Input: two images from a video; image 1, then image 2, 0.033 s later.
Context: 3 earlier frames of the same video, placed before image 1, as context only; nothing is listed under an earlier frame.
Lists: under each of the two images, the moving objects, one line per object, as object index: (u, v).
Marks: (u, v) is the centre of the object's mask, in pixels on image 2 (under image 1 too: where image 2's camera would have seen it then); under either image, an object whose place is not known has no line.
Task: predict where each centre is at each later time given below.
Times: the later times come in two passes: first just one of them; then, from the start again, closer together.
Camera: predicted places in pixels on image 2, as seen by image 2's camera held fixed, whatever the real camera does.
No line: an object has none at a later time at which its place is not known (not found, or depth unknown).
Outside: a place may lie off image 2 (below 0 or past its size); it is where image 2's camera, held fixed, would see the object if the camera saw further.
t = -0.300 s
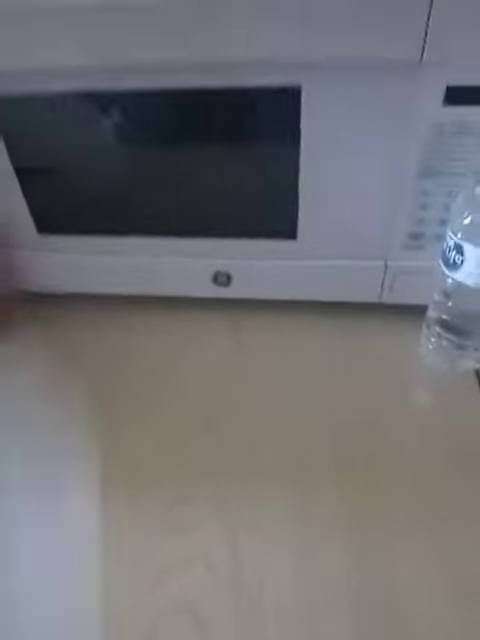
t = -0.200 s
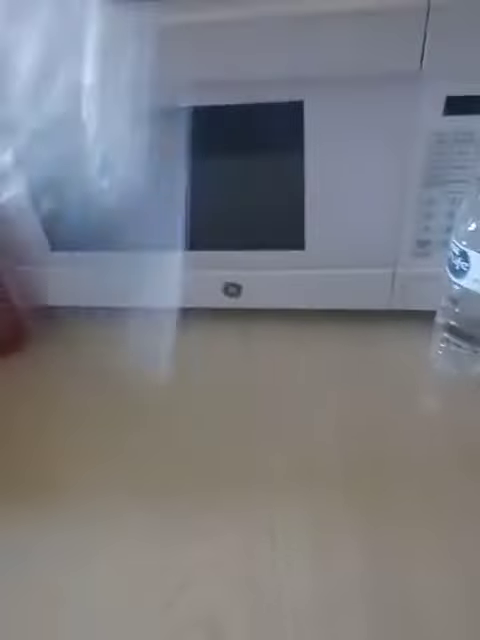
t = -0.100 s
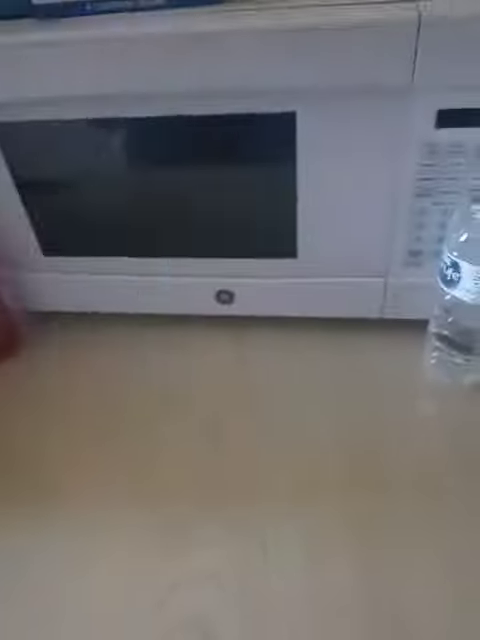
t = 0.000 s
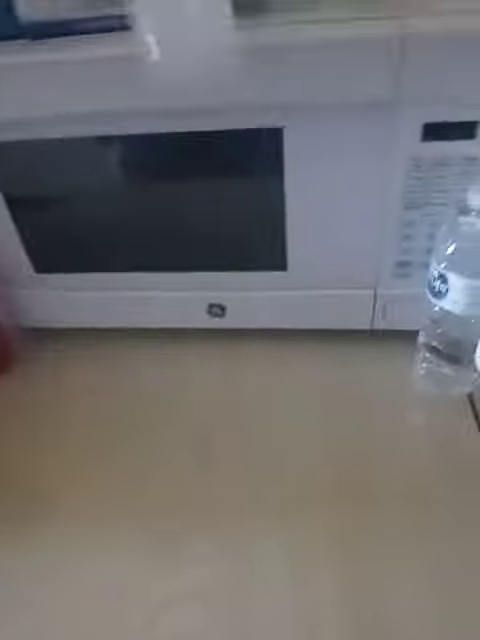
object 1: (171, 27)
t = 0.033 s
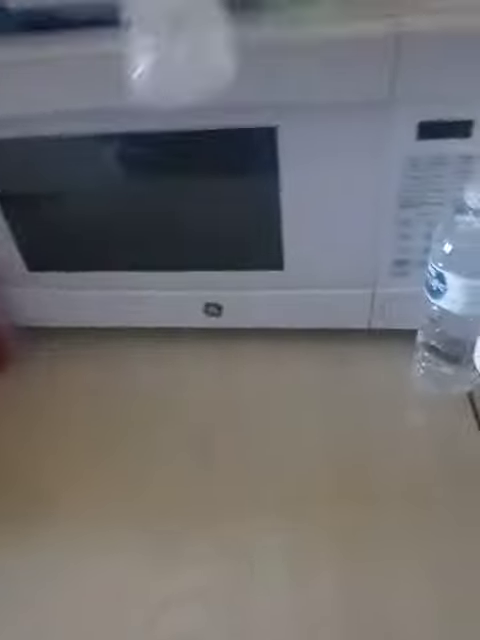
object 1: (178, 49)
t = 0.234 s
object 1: (192, 313)
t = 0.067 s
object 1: (169, 79)
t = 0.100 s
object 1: (170, 112)
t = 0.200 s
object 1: (183, 261)
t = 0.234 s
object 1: (192, 313)
